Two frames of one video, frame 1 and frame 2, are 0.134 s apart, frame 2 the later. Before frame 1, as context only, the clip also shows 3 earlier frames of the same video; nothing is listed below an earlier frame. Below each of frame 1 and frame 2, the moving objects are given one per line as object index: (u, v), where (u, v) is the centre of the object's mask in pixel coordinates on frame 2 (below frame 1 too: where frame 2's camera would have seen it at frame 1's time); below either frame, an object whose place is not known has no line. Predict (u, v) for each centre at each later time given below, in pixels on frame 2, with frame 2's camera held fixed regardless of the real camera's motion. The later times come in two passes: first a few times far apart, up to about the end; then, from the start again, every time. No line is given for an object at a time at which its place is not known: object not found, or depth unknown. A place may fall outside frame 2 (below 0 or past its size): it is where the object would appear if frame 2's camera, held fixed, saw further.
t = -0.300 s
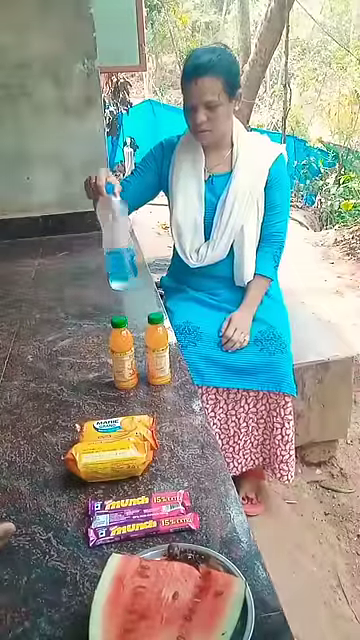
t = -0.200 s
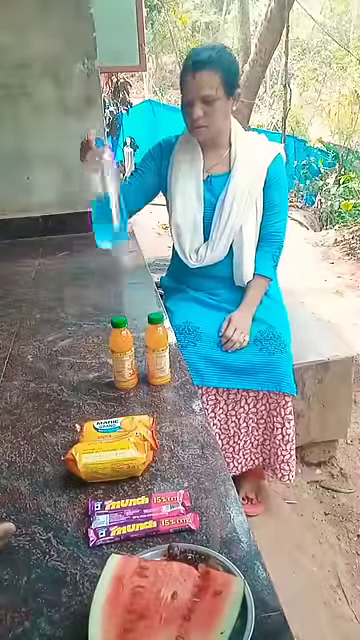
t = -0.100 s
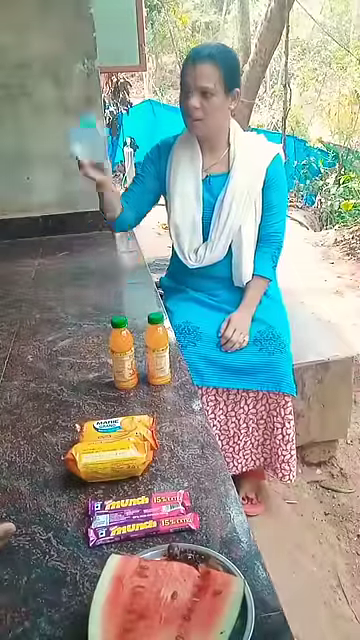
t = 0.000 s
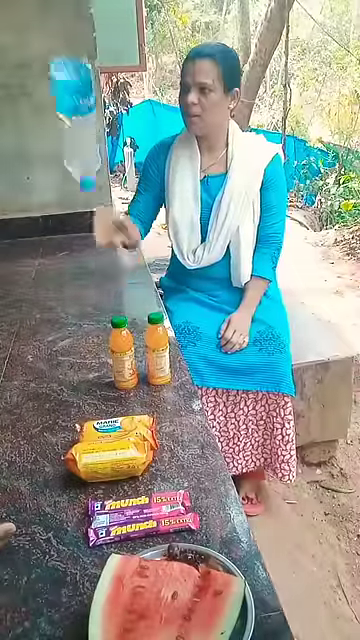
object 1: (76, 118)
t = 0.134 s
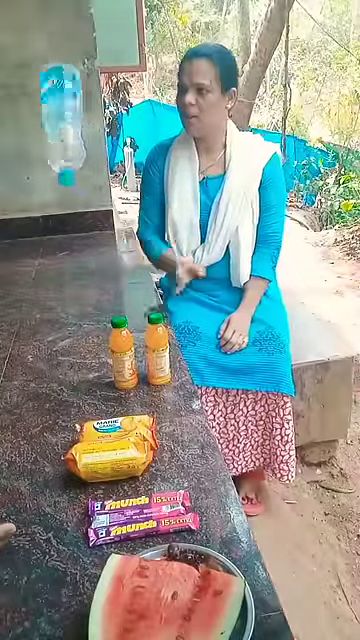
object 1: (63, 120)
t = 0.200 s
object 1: (61, 148)
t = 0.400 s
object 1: (70, 337)
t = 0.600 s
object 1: (38, 346)
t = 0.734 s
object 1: (21, 348)
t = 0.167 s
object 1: (61, 131)
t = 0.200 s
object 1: (61, 148)
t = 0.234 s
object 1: (63, 173)
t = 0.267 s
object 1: (62, 204)
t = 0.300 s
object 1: (63, 237)
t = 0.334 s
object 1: (65, 271)
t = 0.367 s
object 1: (68, 310)
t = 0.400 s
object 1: (70, 337)
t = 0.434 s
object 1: (64, 332)
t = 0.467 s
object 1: (58, 330)
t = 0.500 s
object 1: (53, 334)
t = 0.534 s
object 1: (48, 340)
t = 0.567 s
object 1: (44, 345)
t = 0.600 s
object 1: (38, 346)
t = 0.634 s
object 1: (33, 348)
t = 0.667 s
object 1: (29, 348)
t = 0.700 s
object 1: (25, 348)
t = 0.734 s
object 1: (21, 348)
